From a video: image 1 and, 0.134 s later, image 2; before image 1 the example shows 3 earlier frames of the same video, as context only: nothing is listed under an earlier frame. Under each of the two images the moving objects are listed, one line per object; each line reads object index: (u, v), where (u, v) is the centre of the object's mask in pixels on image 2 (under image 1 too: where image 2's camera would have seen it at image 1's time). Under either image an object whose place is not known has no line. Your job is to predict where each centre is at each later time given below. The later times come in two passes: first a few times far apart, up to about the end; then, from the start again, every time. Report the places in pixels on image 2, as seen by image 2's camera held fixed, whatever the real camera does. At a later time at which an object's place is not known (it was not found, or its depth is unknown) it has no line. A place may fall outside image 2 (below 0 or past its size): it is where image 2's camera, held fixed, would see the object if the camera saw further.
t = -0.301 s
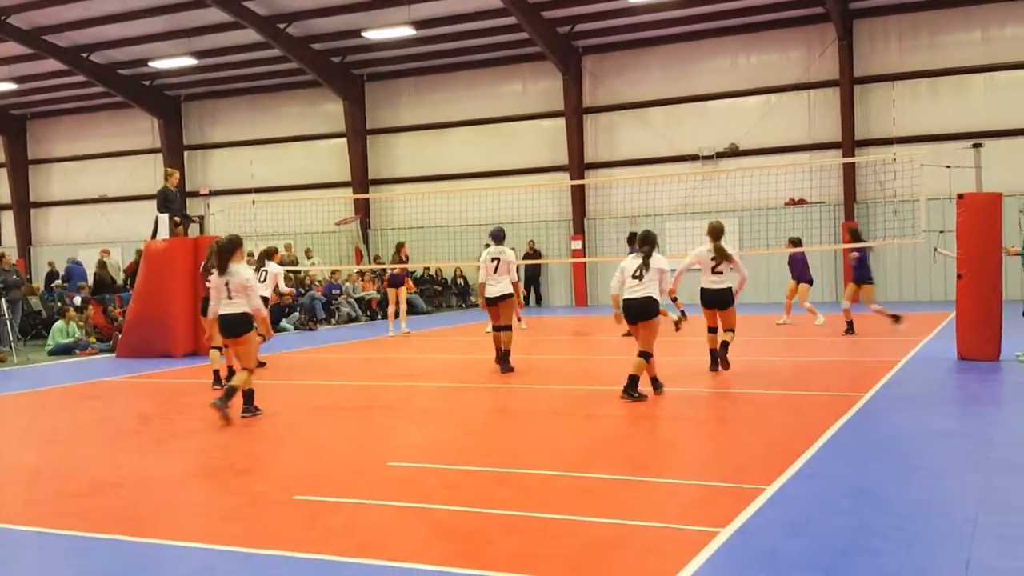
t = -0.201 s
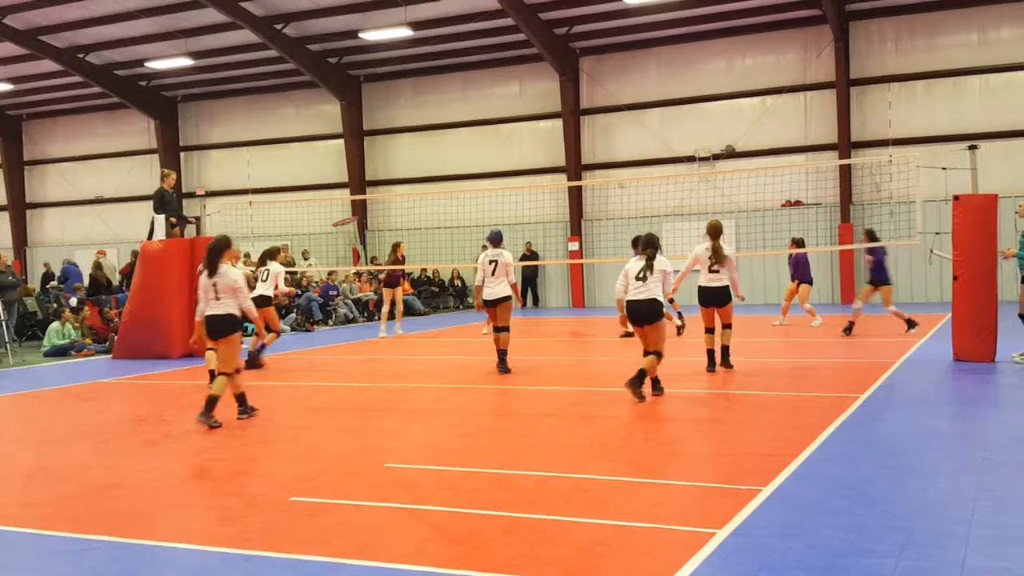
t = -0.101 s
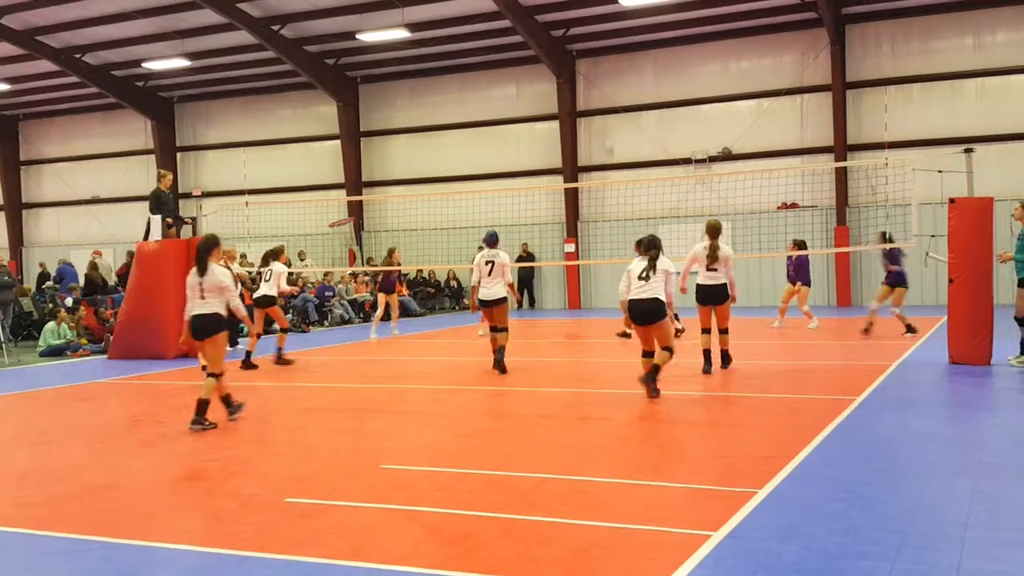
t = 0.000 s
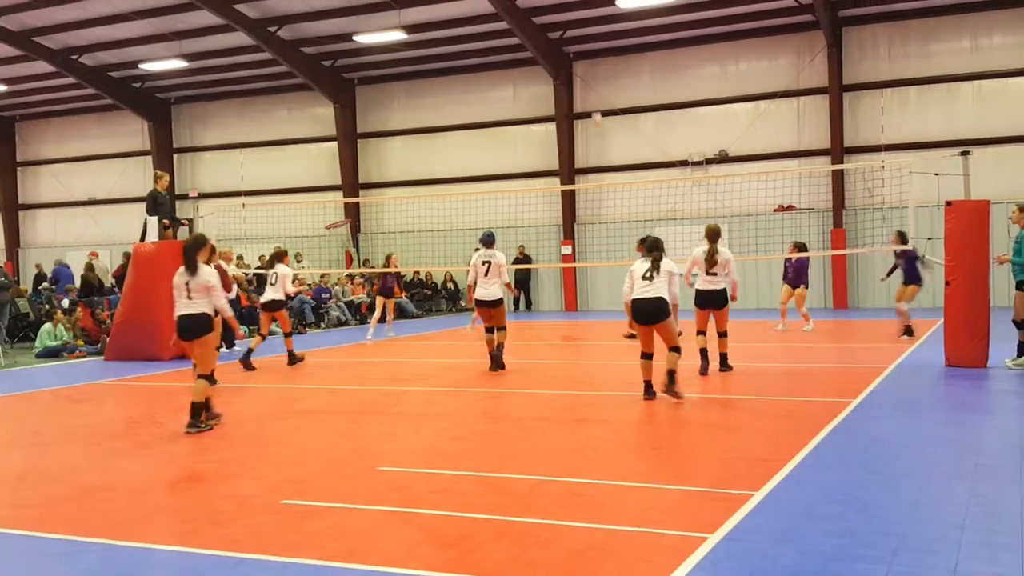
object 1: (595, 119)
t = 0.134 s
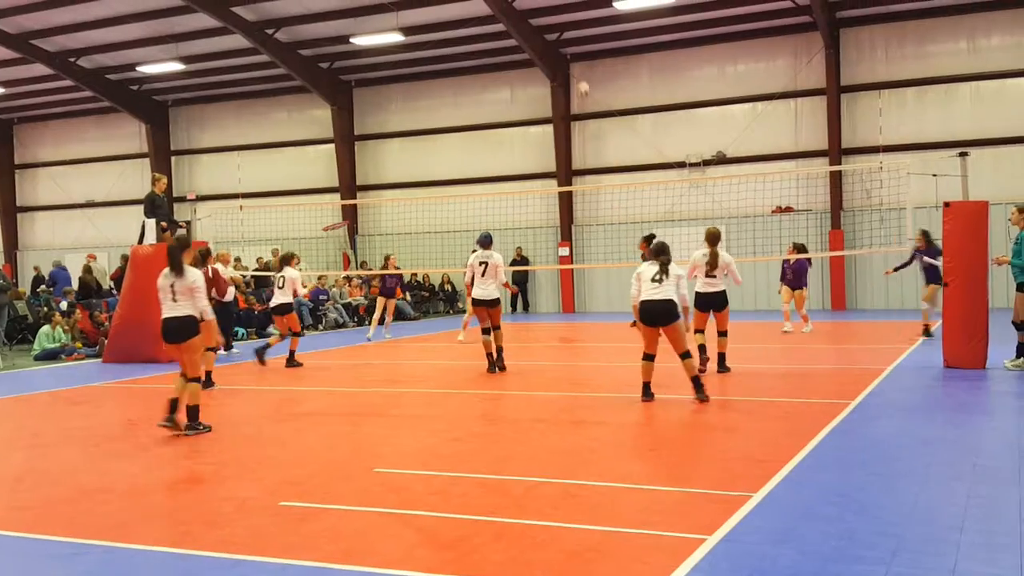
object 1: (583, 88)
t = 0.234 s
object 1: (575, 70)
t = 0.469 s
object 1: (557, 50)
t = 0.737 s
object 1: (536, 62)
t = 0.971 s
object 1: (517, 110)
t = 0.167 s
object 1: (581, 81)
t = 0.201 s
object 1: (579, 76)
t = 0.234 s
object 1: (575, 70)
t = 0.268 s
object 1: (573, 66)
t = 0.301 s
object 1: (570, 61)
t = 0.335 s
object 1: (567, 58)
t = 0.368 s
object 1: (565, 55)
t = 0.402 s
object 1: (563, 53)
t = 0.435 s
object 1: (560, 51)
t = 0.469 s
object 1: (557, 50)
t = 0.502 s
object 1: (555, 49)
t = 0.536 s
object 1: (552, 49)
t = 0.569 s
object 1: (549, 50)
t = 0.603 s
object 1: (546, 51)
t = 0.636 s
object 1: (544, 53)
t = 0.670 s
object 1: (541, 56)
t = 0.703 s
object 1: (539, 59)
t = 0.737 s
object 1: (536, 62)
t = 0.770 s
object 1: (533, 66)
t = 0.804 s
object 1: (530, 71)
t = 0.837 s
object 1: (527, 78)
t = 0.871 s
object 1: (526, 83)
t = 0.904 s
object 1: (522, 92)
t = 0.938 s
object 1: (520, 102)
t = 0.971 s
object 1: (517, 110)
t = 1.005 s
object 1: (514, 121)
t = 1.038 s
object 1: (512, 128)
